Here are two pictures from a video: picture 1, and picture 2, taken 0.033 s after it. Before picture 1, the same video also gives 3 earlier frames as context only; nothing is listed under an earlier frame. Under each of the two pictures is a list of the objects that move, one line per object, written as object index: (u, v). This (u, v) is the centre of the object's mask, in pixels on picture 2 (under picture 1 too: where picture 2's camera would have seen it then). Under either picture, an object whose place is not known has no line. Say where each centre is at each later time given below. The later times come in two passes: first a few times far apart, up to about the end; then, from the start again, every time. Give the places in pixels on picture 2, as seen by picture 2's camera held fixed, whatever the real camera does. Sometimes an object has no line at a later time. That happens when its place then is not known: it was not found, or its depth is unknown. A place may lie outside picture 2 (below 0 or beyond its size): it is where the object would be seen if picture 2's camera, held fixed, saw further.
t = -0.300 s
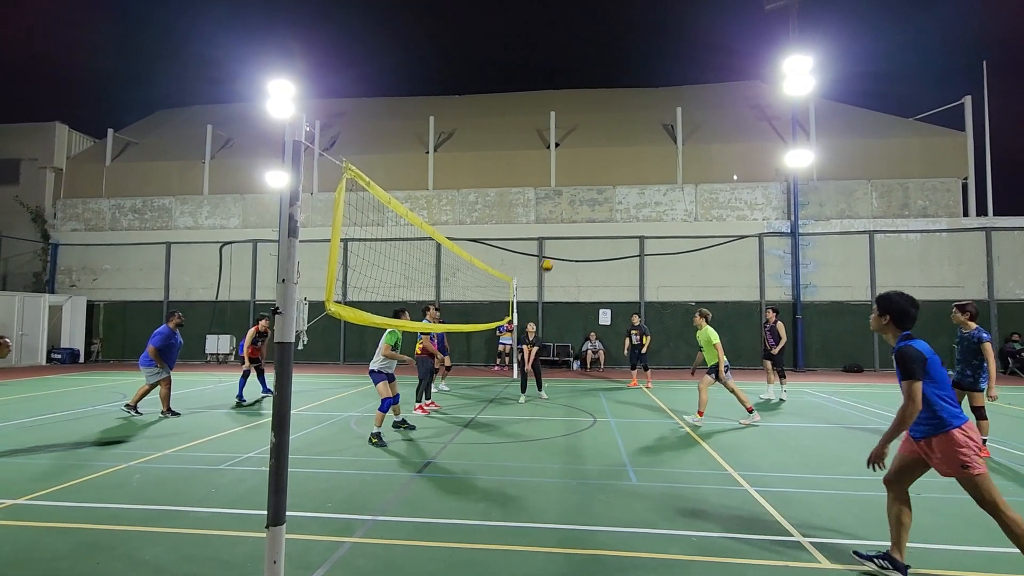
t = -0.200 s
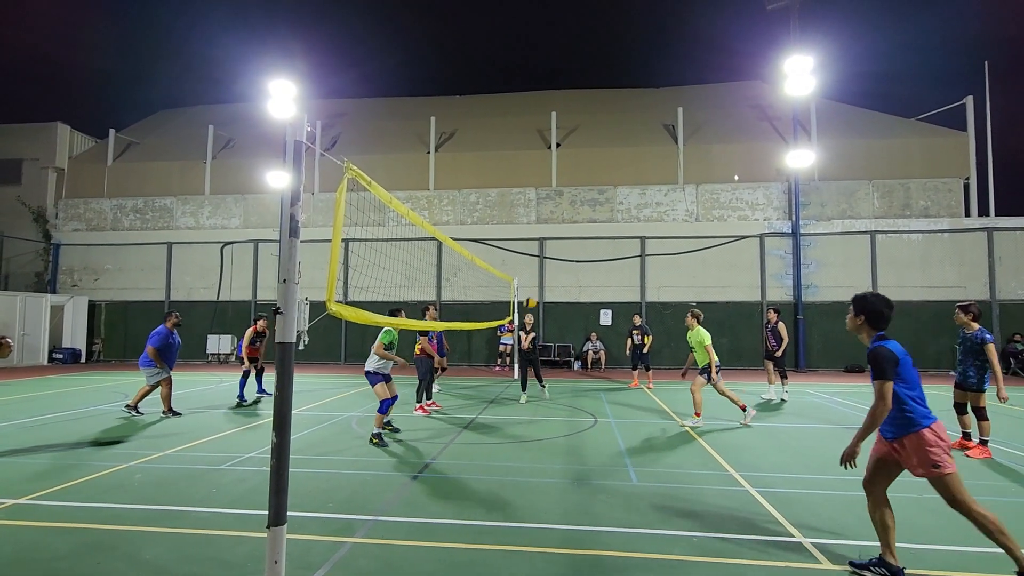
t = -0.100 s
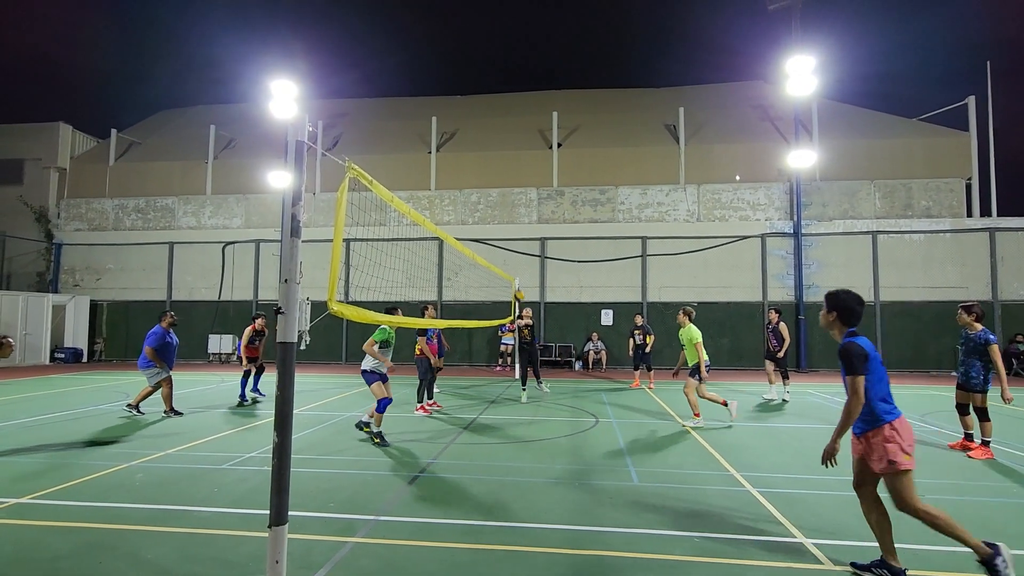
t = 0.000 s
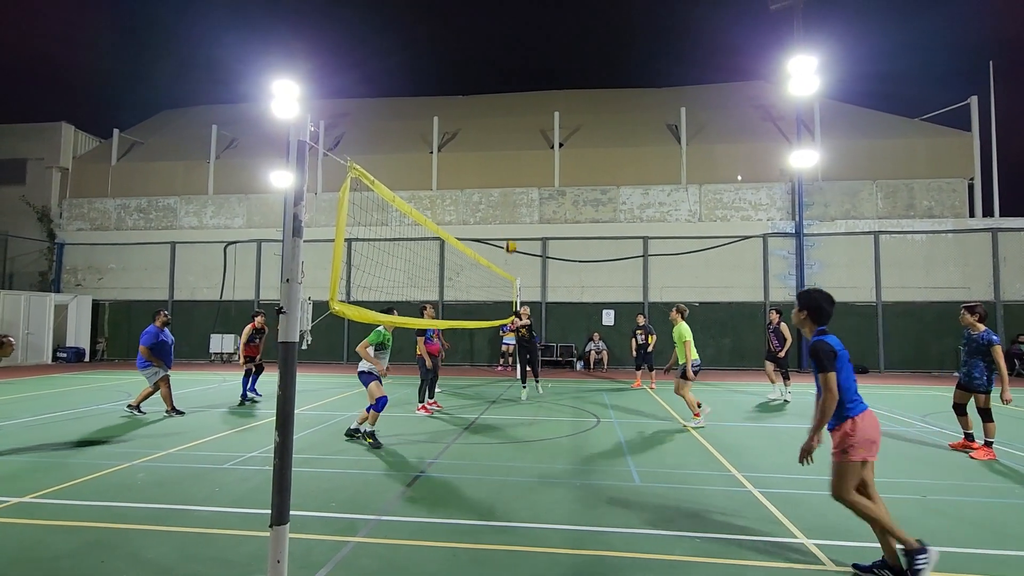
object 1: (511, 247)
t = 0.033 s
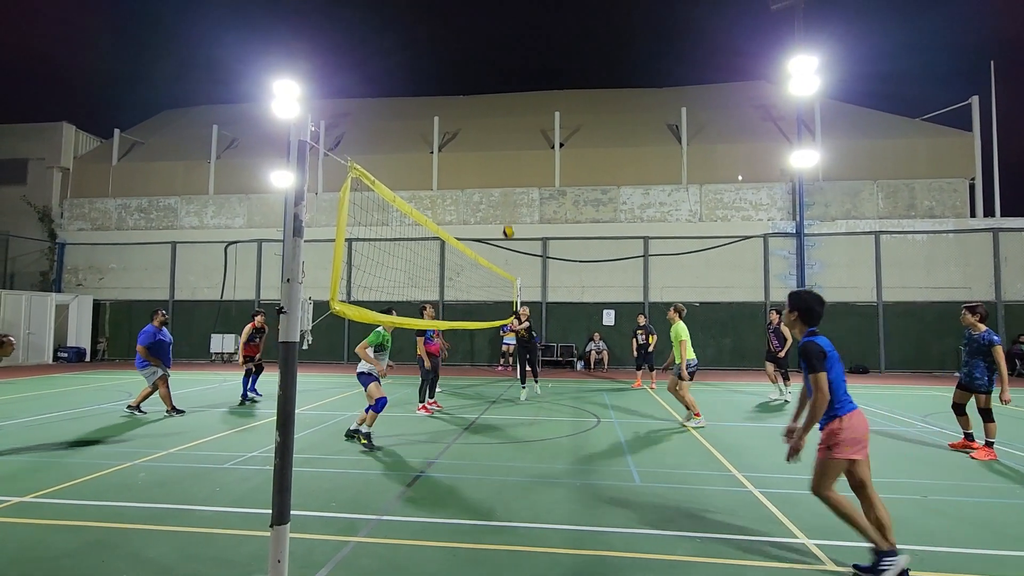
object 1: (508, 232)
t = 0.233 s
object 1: (488, 149)
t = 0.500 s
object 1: (457, 67)
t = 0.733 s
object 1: (424, 28)
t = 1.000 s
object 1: (372, 33)
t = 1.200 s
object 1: (325, 85)
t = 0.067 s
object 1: (505, 217)
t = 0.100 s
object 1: (501, 202)
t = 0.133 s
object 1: (498, 188)
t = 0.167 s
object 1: (495, 174)
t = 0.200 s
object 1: (491, 160)
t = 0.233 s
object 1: (488, 149)
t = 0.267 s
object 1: (485, 137)
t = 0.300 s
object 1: (481, 124)
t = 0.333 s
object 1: (477, 113)
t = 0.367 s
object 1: (473, 103)
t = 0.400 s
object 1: (469, 93)
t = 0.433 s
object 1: (465, 84)
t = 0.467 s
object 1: (461, 76)
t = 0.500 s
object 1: (457, 67)
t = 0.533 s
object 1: (453, 60)
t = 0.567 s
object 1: (448, 53)
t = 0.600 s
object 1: (444, 46)
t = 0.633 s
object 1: (439, 41)
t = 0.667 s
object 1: (434, 36)
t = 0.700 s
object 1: (429, 32)
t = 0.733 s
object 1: (424, 28)
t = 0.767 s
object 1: (418, 25)
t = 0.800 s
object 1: (413, 23)
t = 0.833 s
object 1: (407, 22)
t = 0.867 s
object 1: (398, 22)
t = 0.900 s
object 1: (392, 23)
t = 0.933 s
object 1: (385, 25)
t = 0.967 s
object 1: (379, 29)
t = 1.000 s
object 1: (372, 33)
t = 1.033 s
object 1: (365, 38)
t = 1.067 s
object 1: (357, 45)
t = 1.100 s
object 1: (350, 53)
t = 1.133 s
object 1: (342, 62)
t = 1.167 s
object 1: (334, 73)
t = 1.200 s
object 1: (325, 85)
